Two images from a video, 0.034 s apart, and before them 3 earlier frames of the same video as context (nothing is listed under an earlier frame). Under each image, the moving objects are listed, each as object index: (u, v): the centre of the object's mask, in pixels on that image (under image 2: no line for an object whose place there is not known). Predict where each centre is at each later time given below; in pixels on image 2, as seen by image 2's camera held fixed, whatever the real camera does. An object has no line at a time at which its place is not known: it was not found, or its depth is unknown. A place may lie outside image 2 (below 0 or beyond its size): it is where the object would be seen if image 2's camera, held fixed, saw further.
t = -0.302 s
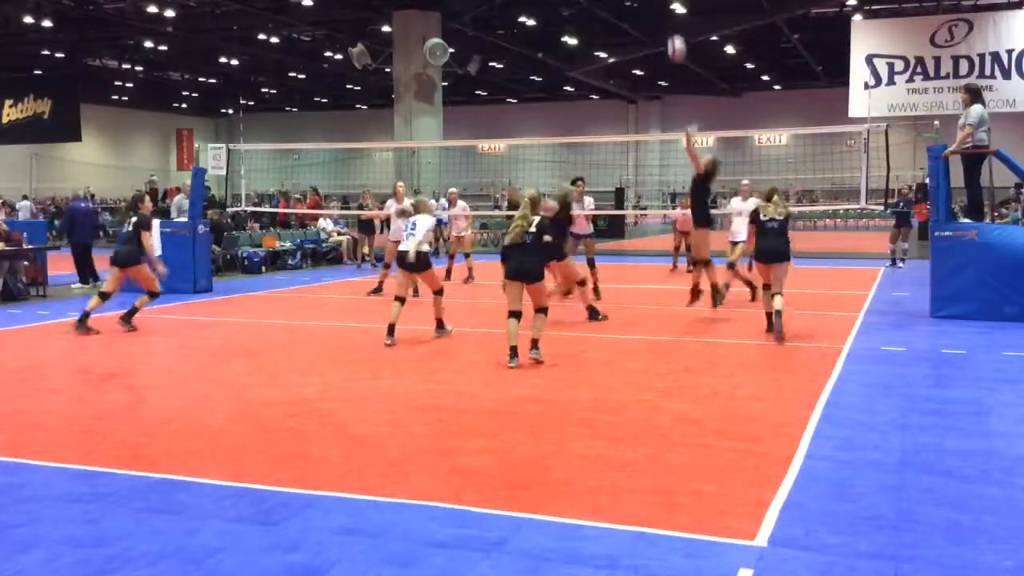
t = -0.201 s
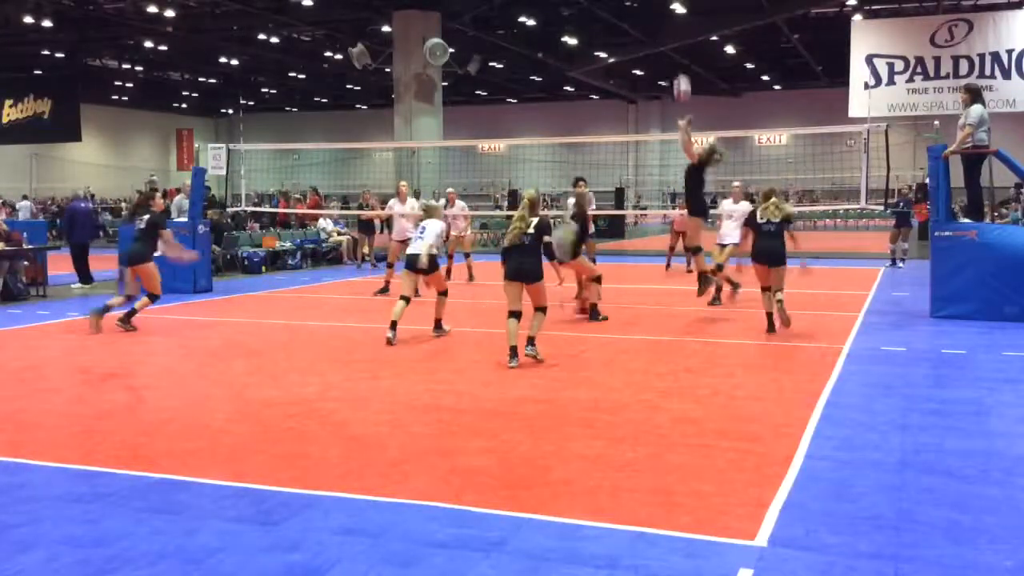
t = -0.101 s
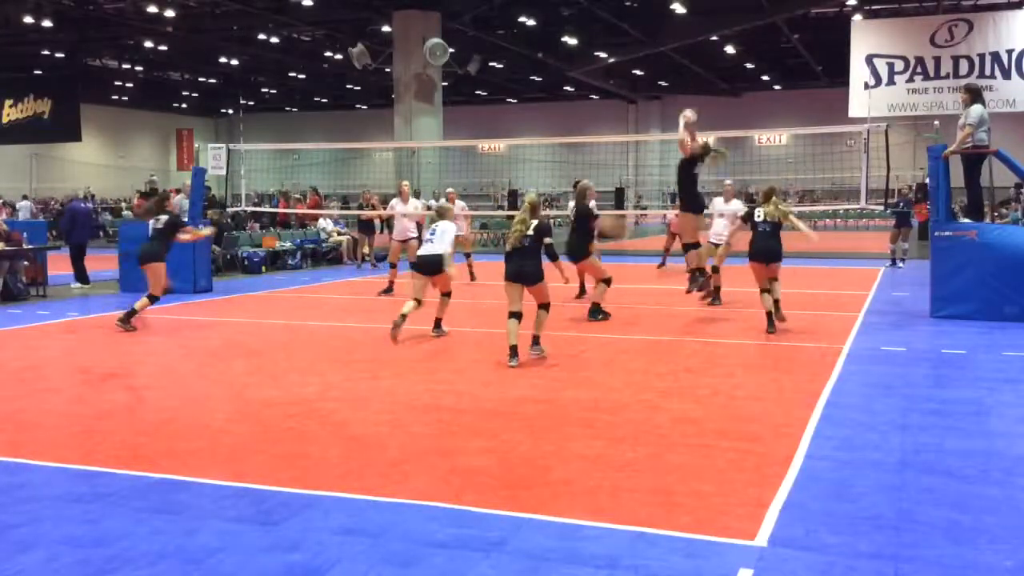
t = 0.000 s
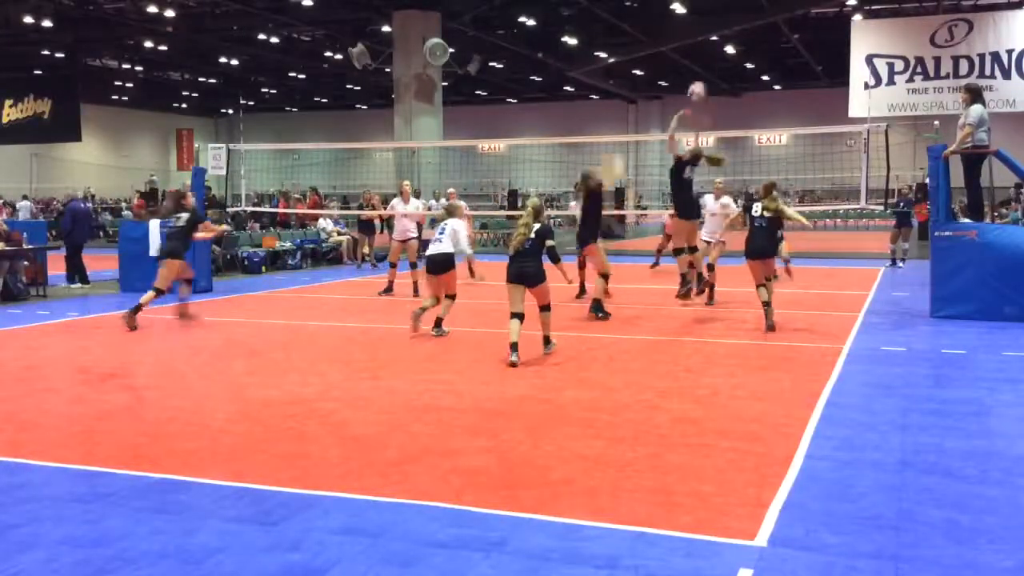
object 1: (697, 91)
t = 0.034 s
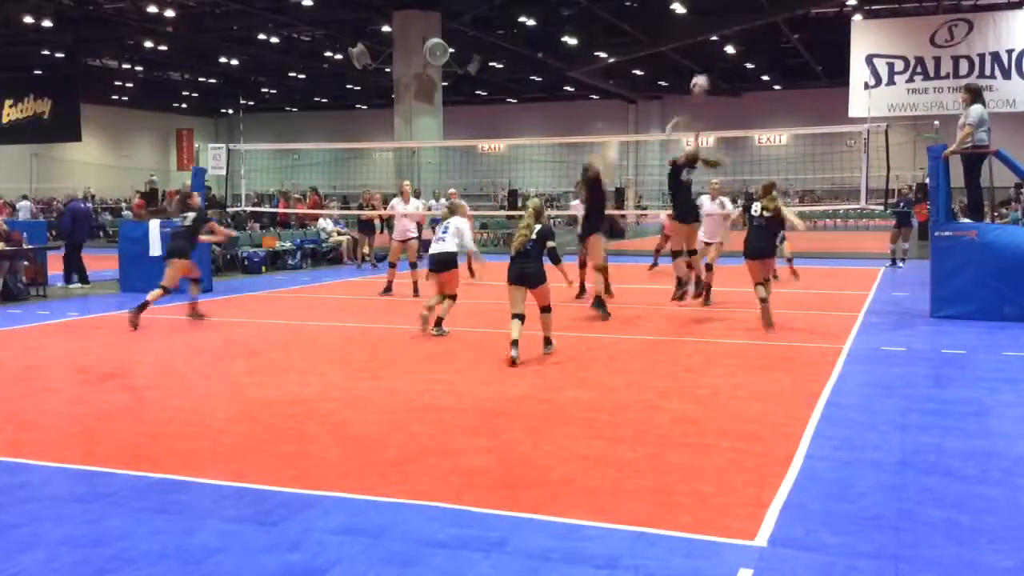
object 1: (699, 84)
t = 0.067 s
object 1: (703, 79)
